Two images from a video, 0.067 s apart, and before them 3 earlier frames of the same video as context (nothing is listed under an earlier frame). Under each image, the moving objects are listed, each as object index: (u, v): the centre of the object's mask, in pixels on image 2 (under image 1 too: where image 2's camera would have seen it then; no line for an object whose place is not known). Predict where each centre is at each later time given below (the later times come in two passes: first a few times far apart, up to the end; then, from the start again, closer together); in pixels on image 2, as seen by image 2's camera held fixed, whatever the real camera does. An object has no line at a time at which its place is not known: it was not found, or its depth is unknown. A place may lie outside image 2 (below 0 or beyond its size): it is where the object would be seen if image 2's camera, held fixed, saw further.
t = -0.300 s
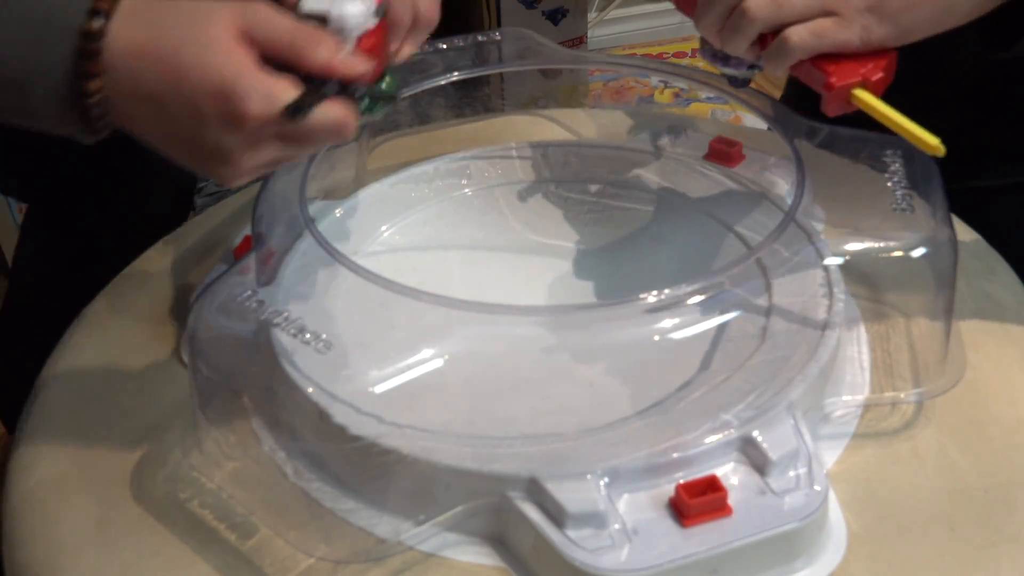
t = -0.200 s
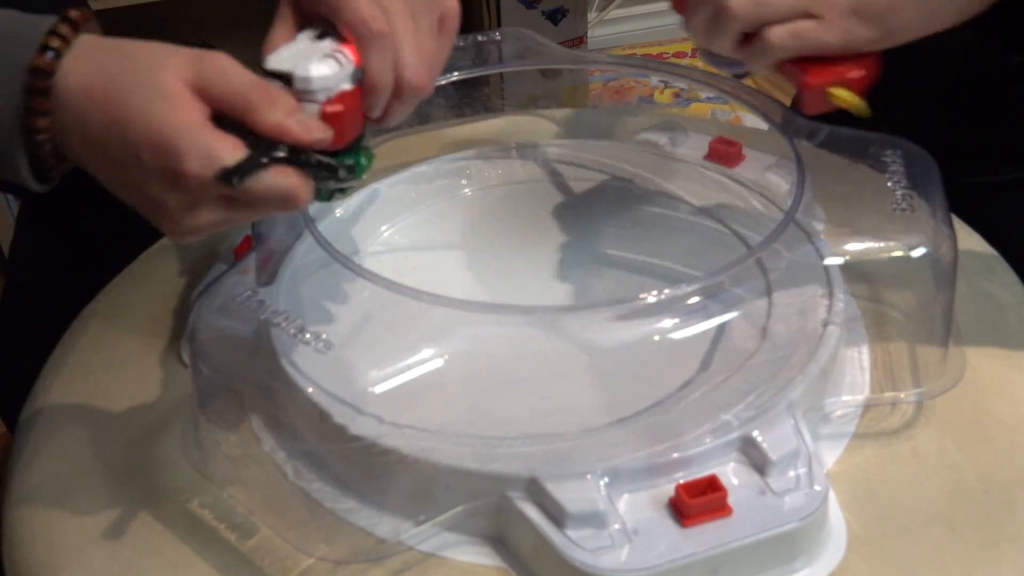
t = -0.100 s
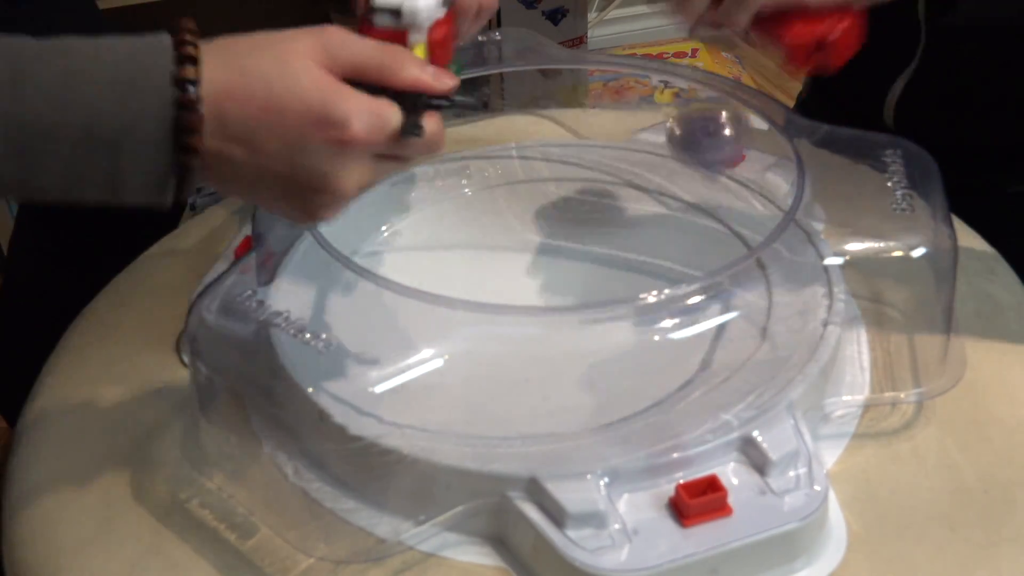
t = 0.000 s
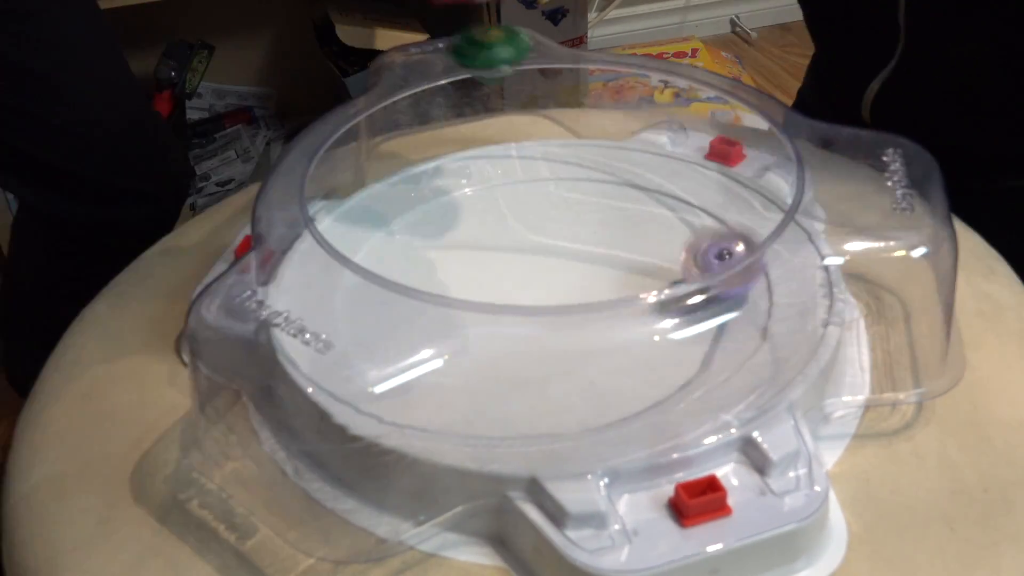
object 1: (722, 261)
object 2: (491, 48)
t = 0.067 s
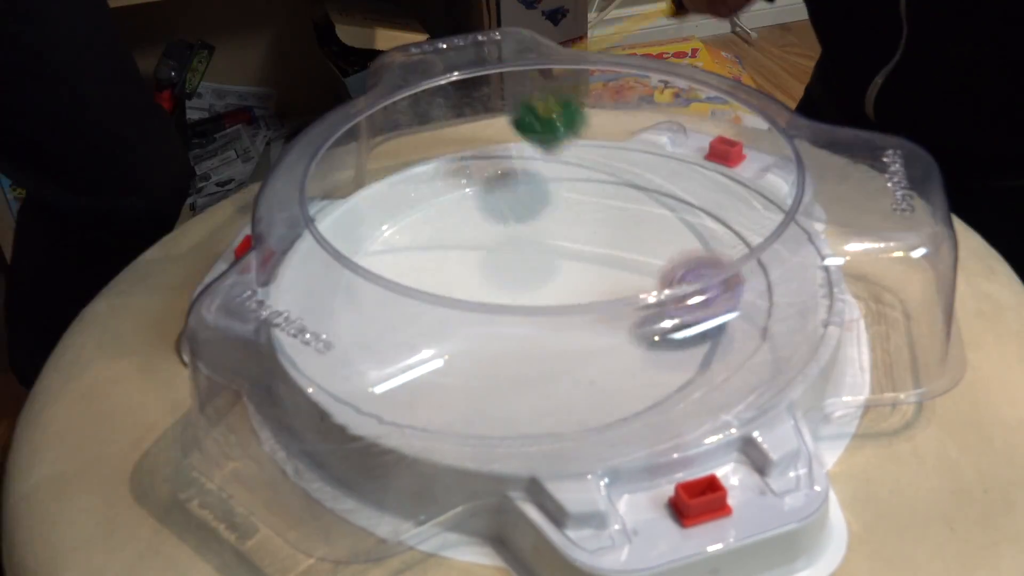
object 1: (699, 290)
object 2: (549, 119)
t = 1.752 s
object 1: (478, 219)
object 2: (589, 342)
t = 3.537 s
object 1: (439, 135)
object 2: (515, 317)
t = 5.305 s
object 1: (556, 285)
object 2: (577, 206)
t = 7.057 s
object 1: (470, 238)
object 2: (606, 334)
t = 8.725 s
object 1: (554, 340)
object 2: (523, 265)
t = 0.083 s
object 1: (692, 297)
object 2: (562, 146)
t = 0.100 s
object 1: (683, 302)
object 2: (574, 165)
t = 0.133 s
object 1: (661, 310)
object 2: (588, 161)
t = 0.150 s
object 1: (650, 313)
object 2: (596, 165)
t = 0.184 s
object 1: (629, 322)
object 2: (611, 178)
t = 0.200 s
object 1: (618, 325)
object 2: (617, 184)
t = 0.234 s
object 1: (595, 328)
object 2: (627, 197)
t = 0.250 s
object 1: (584, 329)
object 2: (630, 204)
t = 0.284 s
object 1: (562, 330)
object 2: (634, 220)
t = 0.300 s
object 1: (552, 329)
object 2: (635, 228)
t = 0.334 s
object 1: (534, 327)
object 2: (634, 245)
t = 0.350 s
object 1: (527, 325)
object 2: (631, 253)
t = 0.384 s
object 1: (512, 322)
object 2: (625, 266)
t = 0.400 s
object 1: (507, 319)
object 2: (620, 272)
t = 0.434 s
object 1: (498, 315)
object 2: (610, 279)
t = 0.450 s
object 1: (495, 312)
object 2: (605, 282)
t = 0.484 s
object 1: (491, 306)
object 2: (598, 297)
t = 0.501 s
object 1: (491, 304)
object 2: (594, 301)
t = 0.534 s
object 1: (492, 299)
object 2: (587, 303)
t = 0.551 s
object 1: (493, 298)
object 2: (584, 305)
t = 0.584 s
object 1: (502, 282)
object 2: (583, 316)
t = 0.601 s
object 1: (503, 281)
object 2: (584, 316)
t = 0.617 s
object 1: (504, 280)
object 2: (586, 316)
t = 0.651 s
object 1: (508, 279)
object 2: (593, 315)
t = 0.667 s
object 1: (510, 279)
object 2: (596, 315)
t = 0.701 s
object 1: (519, 277)
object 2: (603, 313)
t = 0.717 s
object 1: (524, 276)
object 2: (607, 313)
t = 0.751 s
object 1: (535, 277)
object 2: (615, 309)
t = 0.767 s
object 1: (539, 277)
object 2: (620, 301)
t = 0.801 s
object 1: (546, 277)
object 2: (630, 299)
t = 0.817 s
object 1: (549, 277)
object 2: (636, 296)
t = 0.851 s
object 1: (556, 279)
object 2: (646, 291)
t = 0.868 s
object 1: (559, 280)
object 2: (651, 288)
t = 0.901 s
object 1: (567, 286)
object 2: (654, 275)
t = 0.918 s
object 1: (561, 291)
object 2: (662, 273)
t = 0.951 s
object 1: (555, 293)
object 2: (678, 268)
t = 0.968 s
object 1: (553, 294)
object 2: (682, 265)
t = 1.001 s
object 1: (552, 296)
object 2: (689, 261)
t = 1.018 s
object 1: (550, 299)
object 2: (691, 259)
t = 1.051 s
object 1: (552, 303)
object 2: (691, 256)
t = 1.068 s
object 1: (554, 304)
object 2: (690, 255)
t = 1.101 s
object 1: (558, 309)
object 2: (683, 252)
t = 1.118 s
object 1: (562, 312)
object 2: (678, 250)
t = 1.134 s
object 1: (566, 314)
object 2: (672, 249)
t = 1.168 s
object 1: (575, 320)
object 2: (659, 245)
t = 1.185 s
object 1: (580, 320)
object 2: (651, 243)
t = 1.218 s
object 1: (593, 323)
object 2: (634, 243)
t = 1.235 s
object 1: (600, 323)
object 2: (626, 243)
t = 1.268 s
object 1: (615, 329)
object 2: (607, 245)
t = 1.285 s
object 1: (620, 322)
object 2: (598, 248)
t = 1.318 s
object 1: (634, 317)
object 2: (580, 253)
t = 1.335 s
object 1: (639, 315)
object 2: (572, 257)
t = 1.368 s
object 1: (649, 307)
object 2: (556, 265)
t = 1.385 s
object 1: (654, 302)
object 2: (549, 269)
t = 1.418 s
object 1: (662, 289)
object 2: (537, 278)
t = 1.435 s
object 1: (662, 282)
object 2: (532, 282)
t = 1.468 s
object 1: (661, 266)
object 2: (526, 287)
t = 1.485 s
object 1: (659, 263)
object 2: (523, 296)
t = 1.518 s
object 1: (651, 253)
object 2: (520, 306)
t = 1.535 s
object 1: (644, 247)
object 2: (519, 317)
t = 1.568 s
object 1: (626, 237)
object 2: (523, 324)
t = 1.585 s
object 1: (616, 232)
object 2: (524, 334)
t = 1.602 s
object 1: (603, 228)
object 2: (529, 336)
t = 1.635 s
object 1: (578, 221)
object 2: (540, 339)
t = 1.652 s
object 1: (565, 218)
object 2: (546, 340)
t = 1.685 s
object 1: (537, 215)
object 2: (560, 341)
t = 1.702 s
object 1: (521, 215)
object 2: (568, 342)
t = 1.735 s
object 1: (492, 216)
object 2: (582, 342)
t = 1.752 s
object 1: (478, 219)
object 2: (589, 342)
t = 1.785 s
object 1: (446, 225)
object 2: (602, 341)
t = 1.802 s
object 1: (430, 229)
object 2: (608, 340)
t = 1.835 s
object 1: (406, 239)
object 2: (620, 337)
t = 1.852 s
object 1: (392, 246)
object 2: (625, 335)
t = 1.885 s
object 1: (372, 262)
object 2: (637, 331)
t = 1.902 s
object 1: (363, 270)
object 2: (641, 328)
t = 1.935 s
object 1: (349, 288)
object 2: (647, 324)
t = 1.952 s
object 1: (345, 298)
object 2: (650, 321)
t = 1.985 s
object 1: (354, 317)
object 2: (649, 309)
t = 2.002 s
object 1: (366, 330)
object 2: (647, 306)
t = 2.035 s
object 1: (398, 354)
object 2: (641, 295)
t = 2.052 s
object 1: (419, 365)
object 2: (638, 293)
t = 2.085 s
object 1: (476, 379)
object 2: (625, 282)
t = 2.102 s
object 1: (502, 383)
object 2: (620, 281)
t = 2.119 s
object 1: (529, 388)
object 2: (614, 281)
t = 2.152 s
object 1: (593, 383)
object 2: (601, 281)
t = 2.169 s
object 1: (628, 378)
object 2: (595, 281)
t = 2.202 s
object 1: (687, 363)
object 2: (581, 282)
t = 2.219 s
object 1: (716, 348)
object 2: (574, 283)
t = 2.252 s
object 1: (763, 325)
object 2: (560, 285)
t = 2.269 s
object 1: (782, 308)
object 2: (553, 286)
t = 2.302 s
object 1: (809, 278)
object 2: (542, 288)
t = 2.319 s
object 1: (819, 264)
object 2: (536, 296)
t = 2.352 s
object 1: (818, 231)
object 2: (526, 302)
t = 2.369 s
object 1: (816, 221)
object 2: (523, 305)
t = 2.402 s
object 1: (799, 195)
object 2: (514, 316)
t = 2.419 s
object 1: (779, 197)
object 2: (512, 318)
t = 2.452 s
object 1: (735, 200)
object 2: (510, 325)
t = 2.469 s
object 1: (710, 204)
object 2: (509, 332)
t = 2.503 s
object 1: (663, 211)
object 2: (513, 335)
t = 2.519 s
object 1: (636, 211)
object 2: (515, 337)
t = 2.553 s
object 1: (579, 216)
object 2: (523, 339)
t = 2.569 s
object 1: (554, 216)
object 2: (527, 340)
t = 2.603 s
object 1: (497, 217)
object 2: (537, 342)
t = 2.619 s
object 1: (470, 218)
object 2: (543, 342)
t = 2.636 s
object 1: (440, 220)
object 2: (548, 342)
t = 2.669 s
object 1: (389, 222)
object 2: (558, 341)
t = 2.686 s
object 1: (364, 224)
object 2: (564, 340)
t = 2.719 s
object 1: (339, 225)
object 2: (572, 338)
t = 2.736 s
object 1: (323, 233)
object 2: (576, 337)
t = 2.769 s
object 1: (303, 265)
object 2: (582, 334)
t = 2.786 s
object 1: (305, 283)
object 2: (585, 332)
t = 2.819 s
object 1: (319, 301)
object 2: (586, 324)
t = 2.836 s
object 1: (326, 314)
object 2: (585, 321)
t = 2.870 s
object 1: (338, 342)
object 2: (583, 316)
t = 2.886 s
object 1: (351, 355)
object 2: (582, 316)
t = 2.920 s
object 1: (377, 379)
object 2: (576, 305)
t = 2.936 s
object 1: (393, 389)
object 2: (572, 303)
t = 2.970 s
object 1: (443, 403)
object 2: (565, 297)
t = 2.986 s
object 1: (467, 407)
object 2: (560, 290)
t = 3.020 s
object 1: (516, 400)
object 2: (551, 288)
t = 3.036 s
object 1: (539, 394)
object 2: (546, 287)
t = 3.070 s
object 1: (586, 385)
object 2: (536, 286)
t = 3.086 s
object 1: (611, 377)
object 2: (531, 286)
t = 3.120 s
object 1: (652, 363)
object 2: (522, 286)
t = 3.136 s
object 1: (671, 349)
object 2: (518, 286)
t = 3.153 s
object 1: (686, 338)
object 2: (514, 286)
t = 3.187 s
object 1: (711, 314)
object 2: (506, 287)
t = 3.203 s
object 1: (723, 292)
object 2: (503, 287)
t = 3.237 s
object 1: (730, 261)
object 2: (498, 288)
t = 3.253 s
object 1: (727, 244)
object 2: (497, 289)
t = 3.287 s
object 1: (725, 215)
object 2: (494, 299)
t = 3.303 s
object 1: (718, 200)
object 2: (494, 300)
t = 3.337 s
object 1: (690, 171)
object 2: (493, 304)
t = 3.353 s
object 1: (673, 161)
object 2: (493, 304)
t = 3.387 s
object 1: (638, 149)
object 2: (497, 305)
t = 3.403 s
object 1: (620, 140)
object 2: (496, 316)
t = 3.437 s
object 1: (579, 129)
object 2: (500, 316)
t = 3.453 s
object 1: (557, 127)
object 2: (502, 315)
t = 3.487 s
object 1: (510, 128)
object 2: (507, 316)
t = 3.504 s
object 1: (487, 128)
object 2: (509, 316)
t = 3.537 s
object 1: (439, 135)
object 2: (515, 317)
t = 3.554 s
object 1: (416, 141)
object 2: (517, 317)
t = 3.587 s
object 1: (397, 164)
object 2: (524, 317)
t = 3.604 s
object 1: (394, 179)
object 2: (525, 306)
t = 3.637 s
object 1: (391, 209)
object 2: (531, 306)
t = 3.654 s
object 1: (391, 227)
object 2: (533, 303)
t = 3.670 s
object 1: (392, 243)
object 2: (534, 302)
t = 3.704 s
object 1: (400, 275)
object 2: (535, 290)
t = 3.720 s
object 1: (405, 290)
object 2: (535, 289)
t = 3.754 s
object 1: (424, 320)
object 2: (536, 287)
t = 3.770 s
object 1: (436, 336)
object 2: (535, 286)
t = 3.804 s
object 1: (473, 360)
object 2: (533, 284)
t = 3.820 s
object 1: (491, 370)
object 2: (532, 283)
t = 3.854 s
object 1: (538, 386)
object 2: (530, 281)
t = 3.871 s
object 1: (565, 390)
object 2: (528, 280)
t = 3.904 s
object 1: (620, 372)
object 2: (525, 278)
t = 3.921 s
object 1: (648, 367)
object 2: (523, 278)
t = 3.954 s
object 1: (702, 366)
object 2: (520, 277)
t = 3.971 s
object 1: (727, 358)
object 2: (518, 276)
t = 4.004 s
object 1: (768, 339)
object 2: (514, 276)
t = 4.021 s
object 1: (780, 328)
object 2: (513, 276)
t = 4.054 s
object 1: (800, 303)
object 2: (510, 276)
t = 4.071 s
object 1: (808, 292)
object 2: (509, 276)
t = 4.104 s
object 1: (817, 268)
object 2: (509, 277)
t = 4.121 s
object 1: (818, 254)
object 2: (508, 277)
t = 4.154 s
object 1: (810, 234)
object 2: (507, 278)
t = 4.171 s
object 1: (805, 225)
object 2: (508, 278)
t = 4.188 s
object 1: (799, 214)
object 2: (508, 278)
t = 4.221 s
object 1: (783, 194)
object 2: (509, 279)
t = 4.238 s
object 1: (765, 190)
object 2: (509, 279)
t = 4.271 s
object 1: (739, 184)
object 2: (510, 280)
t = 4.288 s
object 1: (722, 180)
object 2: (512, 280)
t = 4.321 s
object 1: (689, 176)
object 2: (515, 280)
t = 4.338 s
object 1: (671, 175)
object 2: (516, 280)
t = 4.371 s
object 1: (633, 176)
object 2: (519, 280)
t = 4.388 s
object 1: (612, 176)
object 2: (521, 280)
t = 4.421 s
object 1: (569, 178)
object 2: (524, 279)
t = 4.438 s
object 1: (546, 181)
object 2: (525, 279)
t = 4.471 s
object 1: (501, 185)
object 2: (528, 278)
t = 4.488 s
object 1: (478, 189)
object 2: (530, 277)
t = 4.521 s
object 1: (433, 200)
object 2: (532, 276)
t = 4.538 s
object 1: (411, 207)
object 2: (533, 275)
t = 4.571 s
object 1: (371, 222)
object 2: (535, 274)
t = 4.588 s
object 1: (359, 227)
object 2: (536, 273)
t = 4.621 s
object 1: (332, 256)
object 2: (537, 272)
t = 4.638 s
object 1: (323, 269)
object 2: (537, 272)
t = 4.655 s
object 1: (313, 283)
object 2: (538, 271)
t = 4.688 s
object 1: (309, 306)
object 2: (538, 270)
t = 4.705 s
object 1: (306, 321)
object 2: (538, 269)
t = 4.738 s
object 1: (314, 338)
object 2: (539, 269)
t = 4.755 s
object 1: (329, 352)
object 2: (540, 268)
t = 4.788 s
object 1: (359, 378)
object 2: (541, 268)
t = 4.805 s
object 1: (378, 387)
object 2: (541, 268)
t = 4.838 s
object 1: (416, 408)
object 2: (543, 268)
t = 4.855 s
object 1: (429, 414)
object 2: (543, 268)
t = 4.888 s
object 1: (431, 398)
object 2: (542, 266)
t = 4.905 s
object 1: (433, 397)
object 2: (543, 266)
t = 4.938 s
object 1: (446, 386)
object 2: (544, 267)
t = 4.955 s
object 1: (454, 381)
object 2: (545, 267)
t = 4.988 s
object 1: (474, 377)
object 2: (546, 267)
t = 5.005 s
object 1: (482, 374)
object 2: (547, 267)
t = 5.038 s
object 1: (499, 364)
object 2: (549, 267)
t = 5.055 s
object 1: (509, 360)
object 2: (549, 267)
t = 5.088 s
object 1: (529, 346)
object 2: (551, 267)
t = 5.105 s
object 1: (537, 335)
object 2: (552, 267)
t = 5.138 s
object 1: (549, 320)
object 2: (554, 265)
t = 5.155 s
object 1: (554, 314)
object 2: (555, 263)
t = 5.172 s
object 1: (556, 313)
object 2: (560, 256)
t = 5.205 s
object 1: (558, 311)
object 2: (568, 239)
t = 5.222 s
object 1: (558, 309)
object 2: (571, 231)
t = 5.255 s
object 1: (557, 302)
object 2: (576, 218)
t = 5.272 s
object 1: (557, 298)
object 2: (577, 213)
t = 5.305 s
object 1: (556, 285)
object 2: (577, 206)
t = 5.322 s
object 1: (554, 281)
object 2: (576, 204)
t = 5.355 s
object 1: (549, 274)
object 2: (570, 202)
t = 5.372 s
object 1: (546, 270)
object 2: (567, 202)
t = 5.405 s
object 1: (539, 260)
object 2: (559, 203)
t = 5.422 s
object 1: (535, 256)
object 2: (556, 203)
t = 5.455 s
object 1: (490, 272)
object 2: (577, 181)
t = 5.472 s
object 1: (470, 280)
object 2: (586, 168)
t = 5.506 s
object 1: (432, 291)
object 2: (603, 149)
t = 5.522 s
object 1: (414, 298)
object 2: (607, 145)
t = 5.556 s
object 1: (384, 308)
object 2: (619, 147)
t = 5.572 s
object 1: (370, 316)
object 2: (624, 146)
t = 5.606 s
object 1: (360, 318)
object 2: (632, 145)
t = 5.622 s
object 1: (365, 317)
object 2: (634, 145)
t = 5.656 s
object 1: (379, 325)
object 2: (638, 146)
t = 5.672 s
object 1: (386, 337)
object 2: (640, 147)
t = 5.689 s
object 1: (398, 346)
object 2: (640, 148)
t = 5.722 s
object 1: (420, 350)
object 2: (639, 152)
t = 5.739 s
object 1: (434, 352)
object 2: (639, 153)
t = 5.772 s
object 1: (459, 355)
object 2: (636, 158)
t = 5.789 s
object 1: (473, 358)
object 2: (633, 162)
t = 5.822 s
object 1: (491, 356)
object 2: (626, 174)
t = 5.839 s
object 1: (500, 357)
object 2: (623, 179)
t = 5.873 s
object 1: (516, 348)
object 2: (614, 191)
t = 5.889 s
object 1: (524, 345)
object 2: (608, 198)
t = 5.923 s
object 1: (537, 340)
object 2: (597, 211)
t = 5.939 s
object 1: (541, 336)
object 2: (591, 218)
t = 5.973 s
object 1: (548, 324)
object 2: (579, 233)
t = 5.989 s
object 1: (550, 322)
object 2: (573, 239)
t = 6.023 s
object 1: (553, 310)
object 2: (563, 250)
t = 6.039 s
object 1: (552, 306)
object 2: (559, 253)
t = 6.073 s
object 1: (541, 307)
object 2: (560, 252)
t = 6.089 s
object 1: (537, 311)
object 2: (563, 254)
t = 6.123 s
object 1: (528, 314)
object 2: (570, 256)
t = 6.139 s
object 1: (522, 315)
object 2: (573, 257)
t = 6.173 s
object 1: (514, 316)
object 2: (582, 256)
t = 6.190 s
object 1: (510, 318)
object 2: (587, 257)
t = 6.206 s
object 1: (507, 319)
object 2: (592, 258)
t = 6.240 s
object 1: (503, 320)
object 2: (603, 259)
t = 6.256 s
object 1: (501, 320)
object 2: (608, 260)
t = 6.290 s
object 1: (498, 321)
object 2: (618, 261)
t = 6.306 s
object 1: (497, 322)
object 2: (623, 262)
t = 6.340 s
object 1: (496, 323)
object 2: (632, 264)
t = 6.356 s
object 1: (496, 322)
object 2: (636, 264)
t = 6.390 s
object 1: (496, 322)
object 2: (643, 265)
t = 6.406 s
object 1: (497, 322)
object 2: (646, 265)
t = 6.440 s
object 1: (499, 322)
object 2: (650, 265)
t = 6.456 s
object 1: (501, 320)
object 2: (652, 265)
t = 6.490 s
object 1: (505, 318)
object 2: (653, 266)
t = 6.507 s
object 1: (506, 317)
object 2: (653, 266)
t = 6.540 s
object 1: (510, 313)
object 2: (652, 266)
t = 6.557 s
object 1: (512, 313)
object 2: (651, 266)
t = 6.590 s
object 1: (515, 310)
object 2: (648, 267)
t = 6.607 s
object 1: (517, 308)
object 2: (647, 267)
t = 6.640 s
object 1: (520, 306)
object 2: (644, 267)
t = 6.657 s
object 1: (522, 303)
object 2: (641, 268)
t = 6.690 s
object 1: (528, 297)
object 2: (638, 269)
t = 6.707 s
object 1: (527, 296)
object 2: (635, 270)
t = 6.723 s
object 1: (531, 286)
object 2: (633, 271)
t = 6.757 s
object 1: (533, 283)
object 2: (627, 273)
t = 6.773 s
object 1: (535, 280)
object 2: (624, 274)
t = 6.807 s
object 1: (532, 275)
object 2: (619, 278)
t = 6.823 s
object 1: (528, 270)
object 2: (620, 279)
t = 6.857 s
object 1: (518, 263)
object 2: (622, 283)
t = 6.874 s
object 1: (513, 260)
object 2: (622, 285)
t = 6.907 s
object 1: (504, 253)
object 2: (621, 299)
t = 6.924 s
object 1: (500, 250)
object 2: (621, 309)
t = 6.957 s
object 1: (491, 245)
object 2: (617, 319)
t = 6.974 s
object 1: (486, 243)
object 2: (616, 322)
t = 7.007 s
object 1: (478, 241)
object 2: (612, 330)
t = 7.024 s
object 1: (475, 240)
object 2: (610, 332)
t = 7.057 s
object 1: (470, 238)
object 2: (606, 334)
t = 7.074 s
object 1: (466, 238)
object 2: (603, 335)
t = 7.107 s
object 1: (462, 237)
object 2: (598, 336)
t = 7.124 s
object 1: (460, 237)
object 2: (596, 337)
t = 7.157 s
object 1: (458, 238)
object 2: (592, 337)
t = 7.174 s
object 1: (458, 239)
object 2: (590, 338)
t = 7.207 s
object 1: (458, 242)
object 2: (586, 338)
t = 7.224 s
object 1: (458, 243)
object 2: (584, 338)
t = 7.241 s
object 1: (459, 245)
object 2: (582, 338)
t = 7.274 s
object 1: (462, 248)
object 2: (578, 338)
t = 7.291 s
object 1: (465, 250)
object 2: (577, 338)
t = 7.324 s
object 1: (470, 253)
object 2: (573, 337)
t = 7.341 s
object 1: (472, 254)
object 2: (571, 337)
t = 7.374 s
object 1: (479, 258)
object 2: (567, 337)
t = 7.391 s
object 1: (483, 260)
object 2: (564, 337)
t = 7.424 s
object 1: (491, 263)
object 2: (560, 337)
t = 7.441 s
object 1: (497, 264)
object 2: (557, 337)
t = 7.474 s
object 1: (506, 267)
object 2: (551, 336)
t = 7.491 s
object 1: (511, 268)
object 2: (548, 336)
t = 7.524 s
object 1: (522, 271)
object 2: (542, 335)
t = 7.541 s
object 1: (529, 272)
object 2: (539, 335)
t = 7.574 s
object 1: (542, 271)
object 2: (534, 335)
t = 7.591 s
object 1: (550, 268)
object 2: (529, 336)
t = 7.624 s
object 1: (565, 263)
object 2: (517, 337)
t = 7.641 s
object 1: (572, 260)
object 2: (511, 335)
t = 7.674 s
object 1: (583, 254)
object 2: (502, 338)
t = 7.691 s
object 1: (589, 251)
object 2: (498, 337)
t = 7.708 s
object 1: (594, 249)
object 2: (496, 337)
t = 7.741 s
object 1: (602, 243)
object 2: (494, 336)
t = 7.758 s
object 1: (606, 241)
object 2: (493, 336)
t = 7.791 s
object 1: (613, 237)
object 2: (492, 335)
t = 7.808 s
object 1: (614, 235)
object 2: (492, 334)
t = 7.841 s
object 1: (619, 232)
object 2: (493, 333)
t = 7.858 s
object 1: (621, 230)
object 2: (493, 332)
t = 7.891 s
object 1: (624, 228)
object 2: (495, 324)
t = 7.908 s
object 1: (625, 228)
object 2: (495, 321)
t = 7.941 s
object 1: (627, 228)
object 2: (496, 315)
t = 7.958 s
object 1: (628, 229)
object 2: (496, 316)
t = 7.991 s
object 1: (628, 228)
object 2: (496, 304)
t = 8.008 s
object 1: (626, 228)
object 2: (496, 300)
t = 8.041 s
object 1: (624, 230)
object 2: (496, 288)
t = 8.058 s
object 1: (624, 232)
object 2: (495, 287)
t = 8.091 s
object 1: (621, 236)
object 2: (495, 283)
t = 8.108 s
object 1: (619, 238)
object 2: (495, 281)
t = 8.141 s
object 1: (616, 242)
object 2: (495, 275)
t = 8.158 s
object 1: (615, 245)
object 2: (494, 273)
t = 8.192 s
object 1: (611, 251)
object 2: (493, 267)
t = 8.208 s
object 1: (609, 254)
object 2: (493, 264)
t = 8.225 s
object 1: (607, 257)
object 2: (492, 262)
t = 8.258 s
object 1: (602, 263)
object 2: (492, 256)
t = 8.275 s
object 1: (600, 265)
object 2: (492, 254)
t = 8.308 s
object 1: (596, 271)
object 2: (491, 250)
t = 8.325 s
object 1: (594, 274)
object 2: (490, 248)
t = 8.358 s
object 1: (589, 280)
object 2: (489, 245)
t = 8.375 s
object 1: (587, 283)
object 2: (490, 245)
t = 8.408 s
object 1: (585, 285)
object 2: (490, 244)
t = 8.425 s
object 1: (583, 296)
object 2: (490, 244)
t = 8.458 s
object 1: (579, 303)
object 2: (490, 245)
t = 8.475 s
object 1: (577, 306)
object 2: (491, 246)
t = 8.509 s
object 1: (574, 312)
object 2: (492, 248)
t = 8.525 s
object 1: (572, 315)
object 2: (493, 249)
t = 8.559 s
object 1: (570, 320)
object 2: (495, 253)
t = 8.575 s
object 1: (568, 322)
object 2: (497, 254)
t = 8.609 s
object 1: (566, 326)
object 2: (501, 257)
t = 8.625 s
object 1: (564, 328)
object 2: (503, 259)
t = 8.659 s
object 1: (561, 331)
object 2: (509, 261)
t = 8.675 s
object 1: (558, 333)
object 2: (511, 262)
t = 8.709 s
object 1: (555, 339)
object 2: (519, 264)
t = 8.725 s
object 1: (554, 340)
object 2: (523, 265)
